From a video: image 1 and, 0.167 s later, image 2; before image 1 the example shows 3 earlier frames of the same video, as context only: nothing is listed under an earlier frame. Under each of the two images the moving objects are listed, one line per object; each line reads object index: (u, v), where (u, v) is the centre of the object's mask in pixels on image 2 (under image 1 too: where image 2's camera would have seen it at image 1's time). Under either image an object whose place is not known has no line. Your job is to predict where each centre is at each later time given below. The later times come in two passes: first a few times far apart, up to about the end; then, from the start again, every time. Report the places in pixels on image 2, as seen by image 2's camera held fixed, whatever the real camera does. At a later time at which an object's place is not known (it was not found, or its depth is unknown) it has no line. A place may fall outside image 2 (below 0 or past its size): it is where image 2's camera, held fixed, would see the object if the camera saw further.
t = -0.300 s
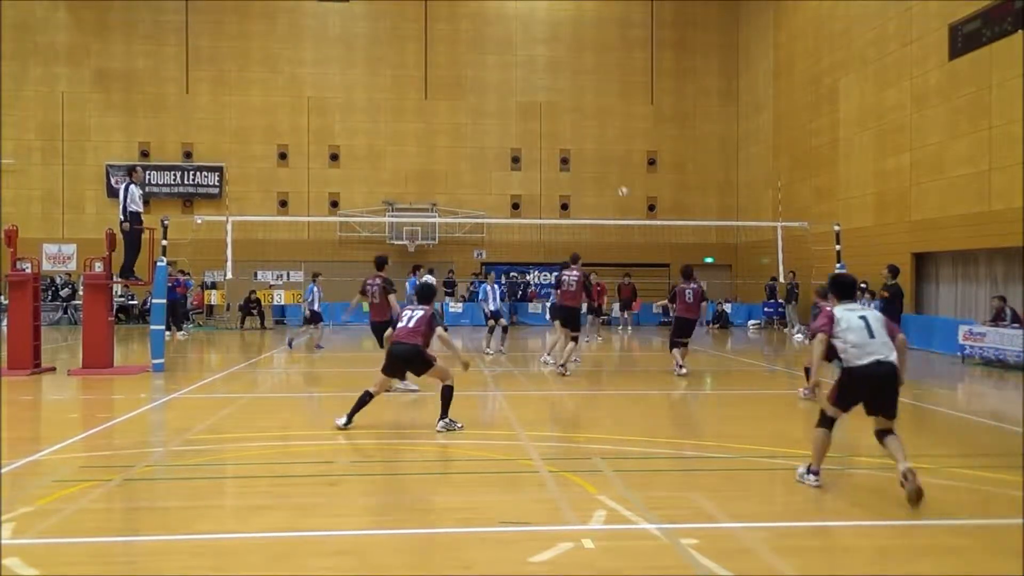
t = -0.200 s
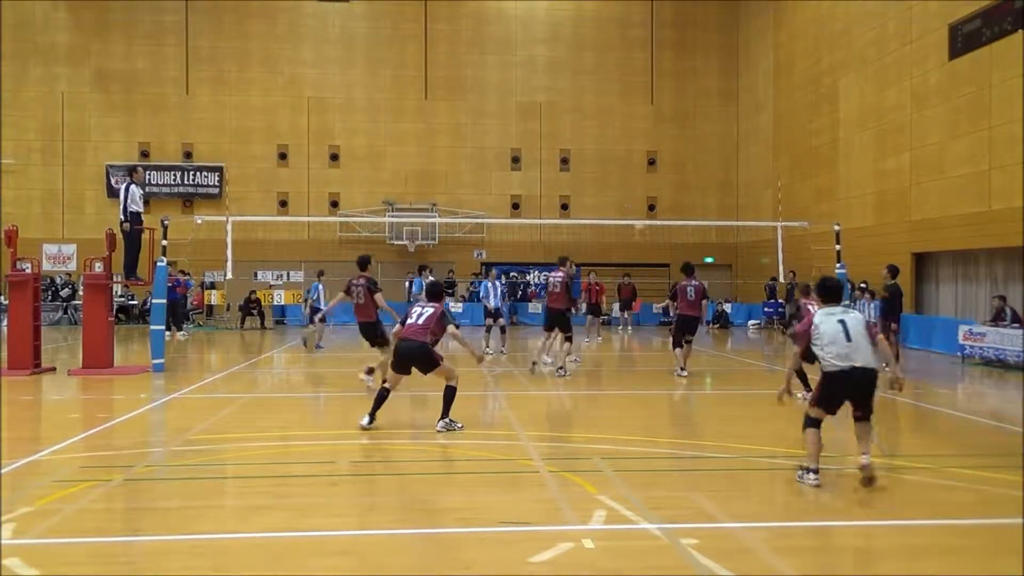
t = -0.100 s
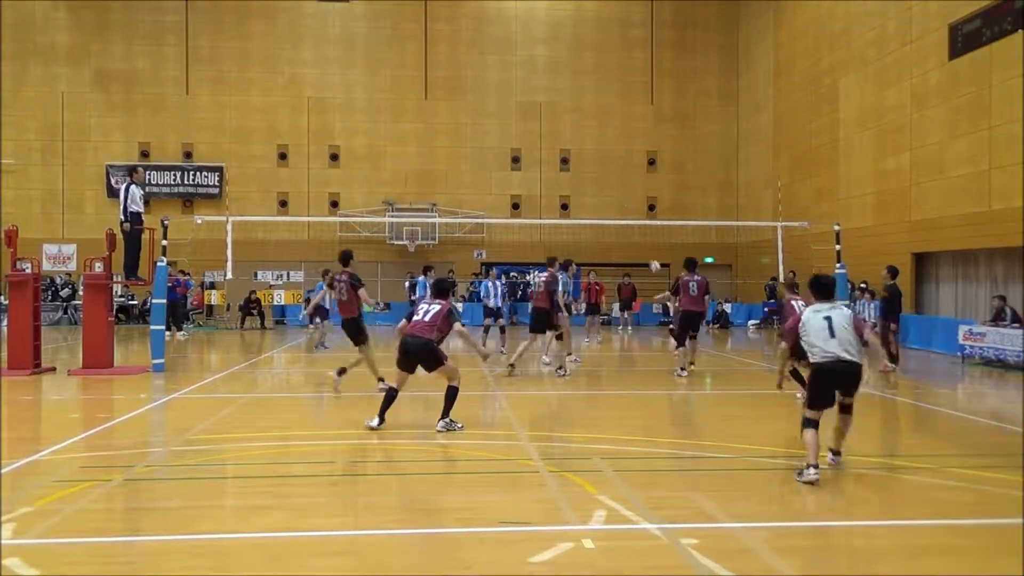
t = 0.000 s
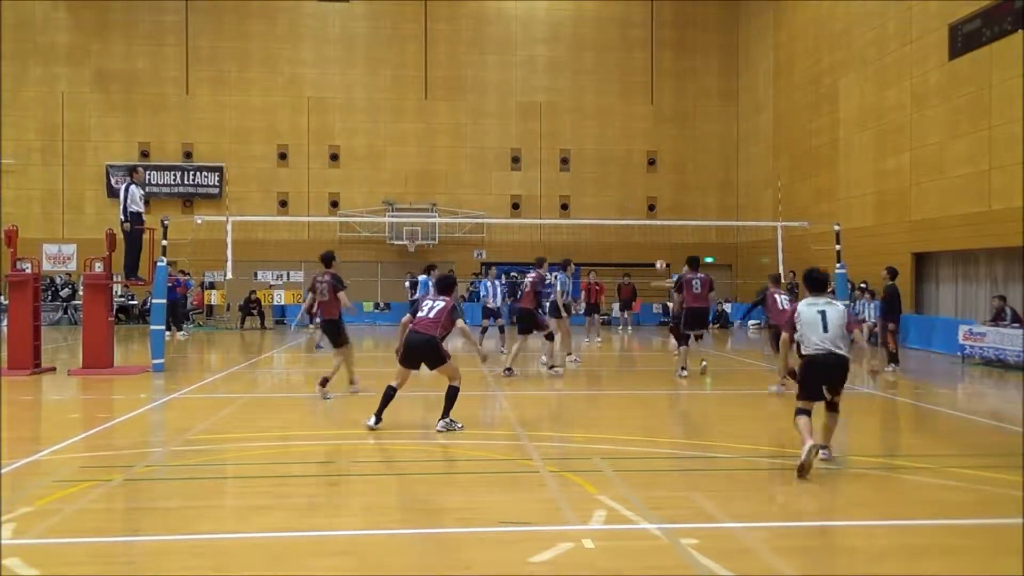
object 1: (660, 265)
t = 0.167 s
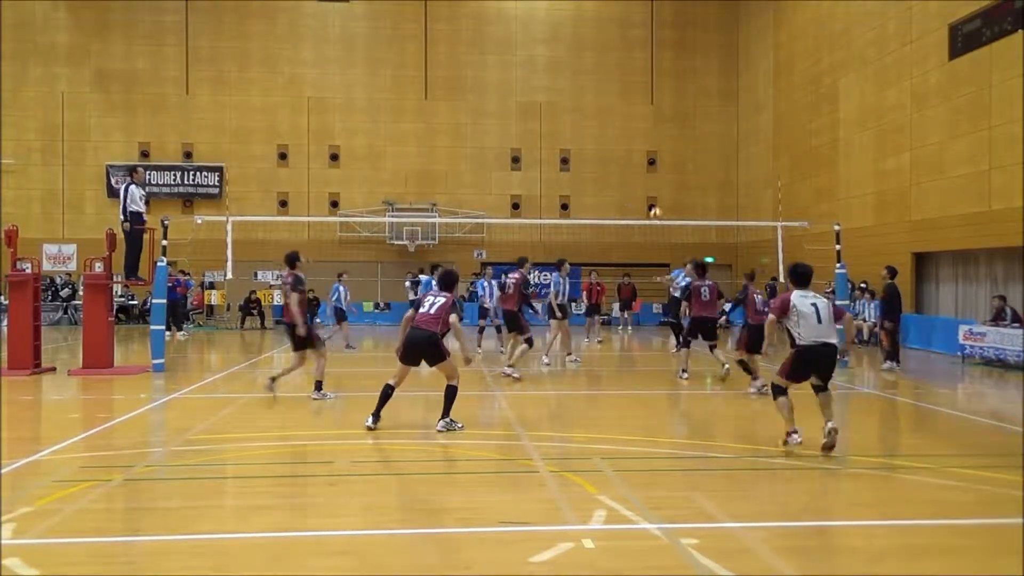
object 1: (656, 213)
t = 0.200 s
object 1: (654, 203)
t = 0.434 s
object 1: (647, 146)
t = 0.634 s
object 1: (641, 120)
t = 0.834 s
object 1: (632, 117)
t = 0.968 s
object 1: (629, 133)
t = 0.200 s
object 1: (654, 203)
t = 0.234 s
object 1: (654, 194)
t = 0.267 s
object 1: (652, 186)
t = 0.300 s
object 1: (652, 178)
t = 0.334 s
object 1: (651, 168)
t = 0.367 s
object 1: (650, 161)
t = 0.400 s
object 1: (647, 154)
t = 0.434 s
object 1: (647, 146)
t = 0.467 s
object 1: (648, 144)
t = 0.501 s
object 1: (647, 137)
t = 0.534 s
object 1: (643, 131)
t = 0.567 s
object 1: (643, 127)
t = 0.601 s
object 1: (642, 123)
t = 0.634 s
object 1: (641, 120)
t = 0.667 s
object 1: (639, 116)
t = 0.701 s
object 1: (638, 115)
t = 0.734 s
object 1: (637, 114)
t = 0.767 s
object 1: (636, 115)
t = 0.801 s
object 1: (634, 115)
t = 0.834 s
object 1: (632, 117)
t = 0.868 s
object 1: (632, 119)
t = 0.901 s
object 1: (631, 121)
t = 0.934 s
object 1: (629, 126)
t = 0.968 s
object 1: (629, 133)
